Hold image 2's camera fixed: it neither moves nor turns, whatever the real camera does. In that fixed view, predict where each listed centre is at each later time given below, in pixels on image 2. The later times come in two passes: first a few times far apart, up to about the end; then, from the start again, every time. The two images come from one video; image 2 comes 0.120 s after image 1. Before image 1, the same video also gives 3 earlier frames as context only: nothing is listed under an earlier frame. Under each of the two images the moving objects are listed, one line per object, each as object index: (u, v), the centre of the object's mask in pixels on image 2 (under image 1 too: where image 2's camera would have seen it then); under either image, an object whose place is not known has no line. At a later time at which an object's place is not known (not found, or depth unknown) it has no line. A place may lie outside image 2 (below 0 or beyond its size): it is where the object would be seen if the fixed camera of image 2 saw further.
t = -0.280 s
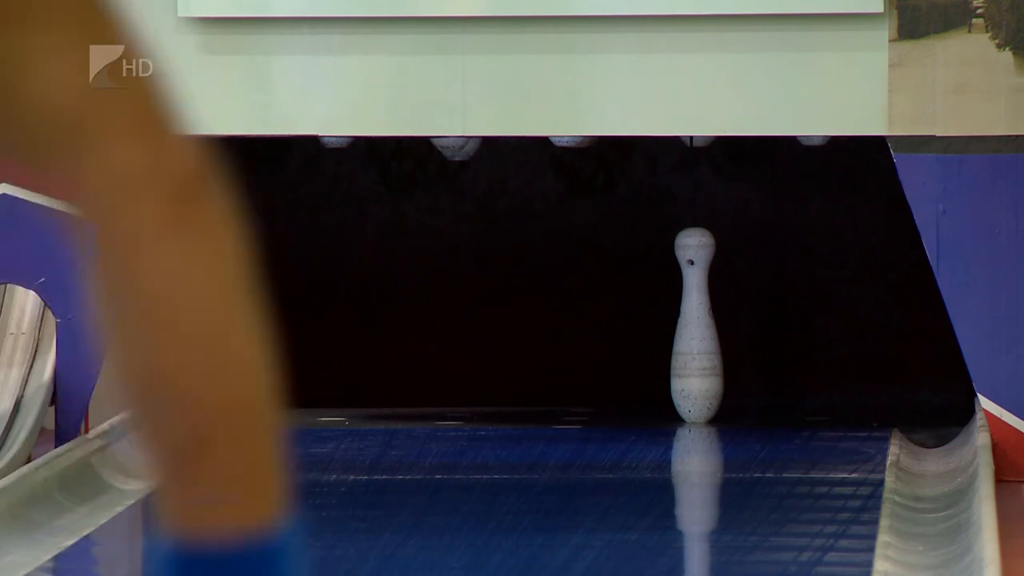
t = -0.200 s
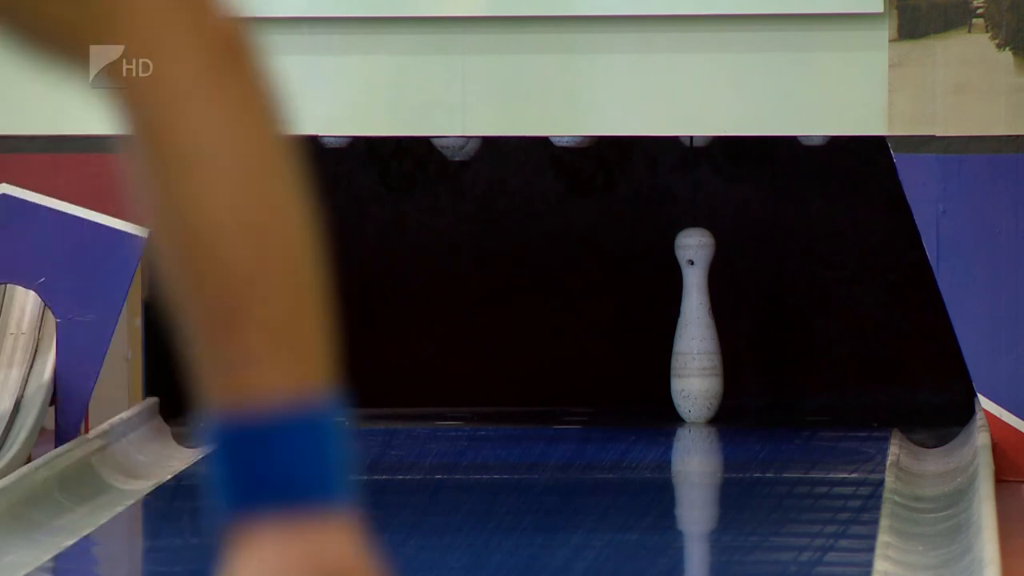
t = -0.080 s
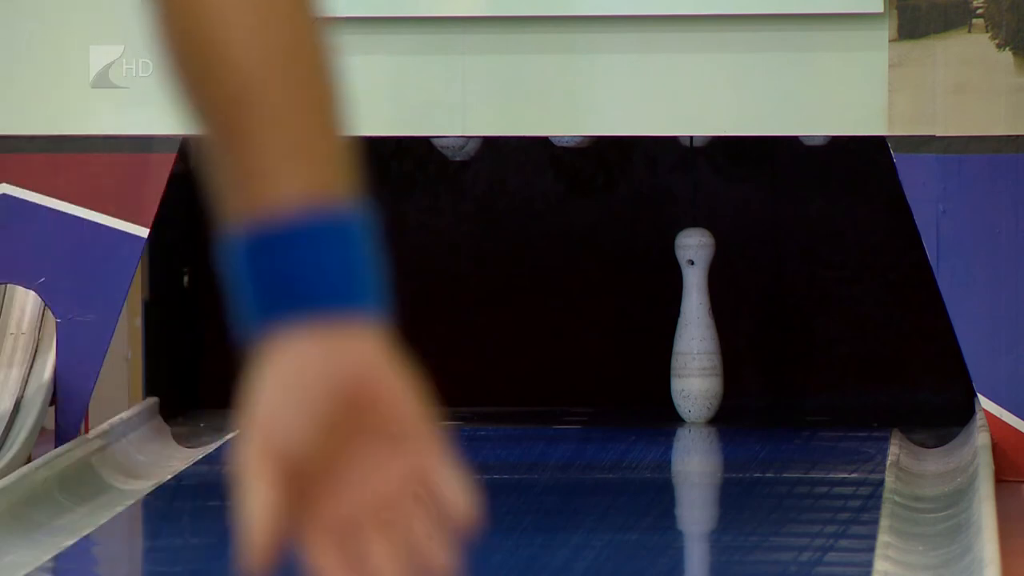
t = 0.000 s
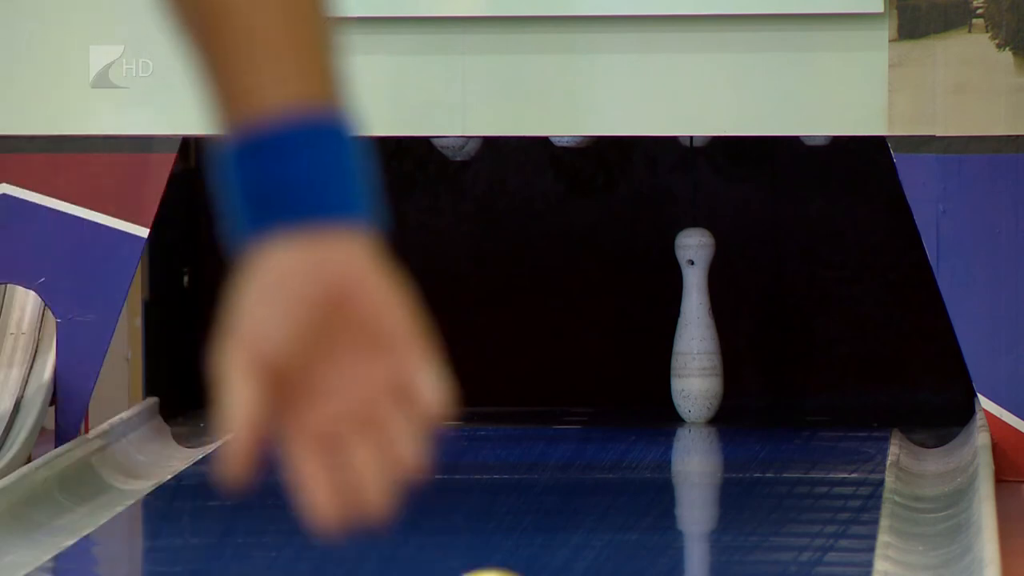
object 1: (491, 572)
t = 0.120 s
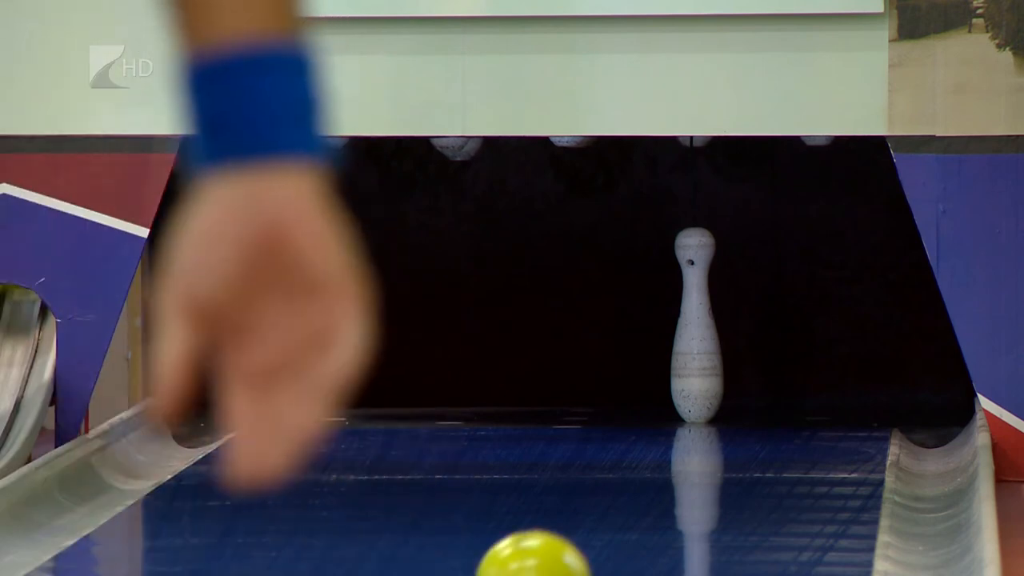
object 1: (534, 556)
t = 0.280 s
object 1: (582, 534)
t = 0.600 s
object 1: (657, 465)
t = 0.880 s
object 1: (705, 413)
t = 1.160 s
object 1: (820, 376)
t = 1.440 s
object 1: (944, 384)
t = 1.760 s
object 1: (924, 386)
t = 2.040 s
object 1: (894, 389)
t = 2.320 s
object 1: (852, 398)
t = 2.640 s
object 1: (789, 399)
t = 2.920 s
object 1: (720, 400)
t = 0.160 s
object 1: (547, 551)
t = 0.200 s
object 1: (559, 545)
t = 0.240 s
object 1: (571, 540)
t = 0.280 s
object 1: (582, 534)
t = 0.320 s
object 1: (593, 528)
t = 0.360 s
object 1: (603, 519)
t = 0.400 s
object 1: (613, 509)
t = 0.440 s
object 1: (623, 499)
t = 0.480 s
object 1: (632, 490)
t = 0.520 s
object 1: (640, 481)
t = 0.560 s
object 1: (649, 472)
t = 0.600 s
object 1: (657, 465)
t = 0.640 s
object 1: (665, 456)
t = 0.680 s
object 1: (672, 448)
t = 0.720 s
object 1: (680, 440)
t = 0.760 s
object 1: (686, 432)
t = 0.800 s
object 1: (693, 426)
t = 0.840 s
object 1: (699, 419)
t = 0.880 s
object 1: (705, 413)
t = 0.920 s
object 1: (711, 406)
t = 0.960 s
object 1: (717, 400)
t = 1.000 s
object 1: (722, 394)
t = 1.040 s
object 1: (727, 387)
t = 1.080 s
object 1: (742, 383)
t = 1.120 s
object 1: (782, 379)
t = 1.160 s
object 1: (820, 376)
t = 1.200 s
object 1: (857, 373)
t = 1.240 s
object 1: (894, 370)
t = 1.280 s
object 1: (929, 369)
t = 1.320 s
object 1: (943, 376)
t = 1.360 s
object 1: (942, 381)
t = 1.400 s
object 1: (944, 383)
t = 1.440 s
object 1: (944, 384)
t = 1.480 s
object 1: (942, 384)
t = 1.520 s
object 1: (941, 384)
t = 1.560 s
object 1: (939, 384)
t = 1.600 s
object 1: (937, 385)
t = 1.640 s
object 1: (935, 385)
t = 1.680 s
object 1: (932, 386)
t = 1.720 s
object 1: (928, 386)
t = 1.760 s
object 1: (924, 386)
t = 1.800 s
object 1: (920, 385)
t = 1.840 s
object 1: (917, 384)
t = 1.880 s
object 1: (912, 385)
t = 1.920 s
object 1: (908, 385)
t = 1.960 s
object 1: (905, 388)
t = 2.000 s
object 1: (900, 388)
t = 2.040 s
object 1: (894, 389)
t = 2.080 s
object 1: (889, 389)
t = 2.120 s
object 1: (883, 389)
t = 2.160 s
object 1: (878, 390)
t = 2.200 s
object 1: (871, 397)
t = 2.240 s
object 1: (865, 397)
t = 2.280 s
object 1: (859, 398)
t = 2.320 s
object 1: (852, 398)
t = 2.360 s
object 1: (845, 398)
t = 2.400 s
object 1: (838, 398)
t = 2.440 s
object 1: (830, 399)
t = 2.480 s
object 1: (822, 399)
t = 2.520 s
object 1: (814, 399)
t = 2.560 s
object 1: (806, 399)
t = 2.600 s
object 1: (797, 399)
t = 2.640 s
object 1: (789, 399)
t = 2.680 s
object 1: (779, 399)
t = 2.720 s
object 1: (770, 399)
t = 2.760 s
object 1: (761, 399)
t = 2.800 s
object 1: (751, 400)
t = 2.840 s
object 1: (741, 400)
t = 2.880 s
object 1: (730, 400)
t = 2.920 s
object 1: (720, 400)
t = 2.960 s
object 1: (709, 400)
